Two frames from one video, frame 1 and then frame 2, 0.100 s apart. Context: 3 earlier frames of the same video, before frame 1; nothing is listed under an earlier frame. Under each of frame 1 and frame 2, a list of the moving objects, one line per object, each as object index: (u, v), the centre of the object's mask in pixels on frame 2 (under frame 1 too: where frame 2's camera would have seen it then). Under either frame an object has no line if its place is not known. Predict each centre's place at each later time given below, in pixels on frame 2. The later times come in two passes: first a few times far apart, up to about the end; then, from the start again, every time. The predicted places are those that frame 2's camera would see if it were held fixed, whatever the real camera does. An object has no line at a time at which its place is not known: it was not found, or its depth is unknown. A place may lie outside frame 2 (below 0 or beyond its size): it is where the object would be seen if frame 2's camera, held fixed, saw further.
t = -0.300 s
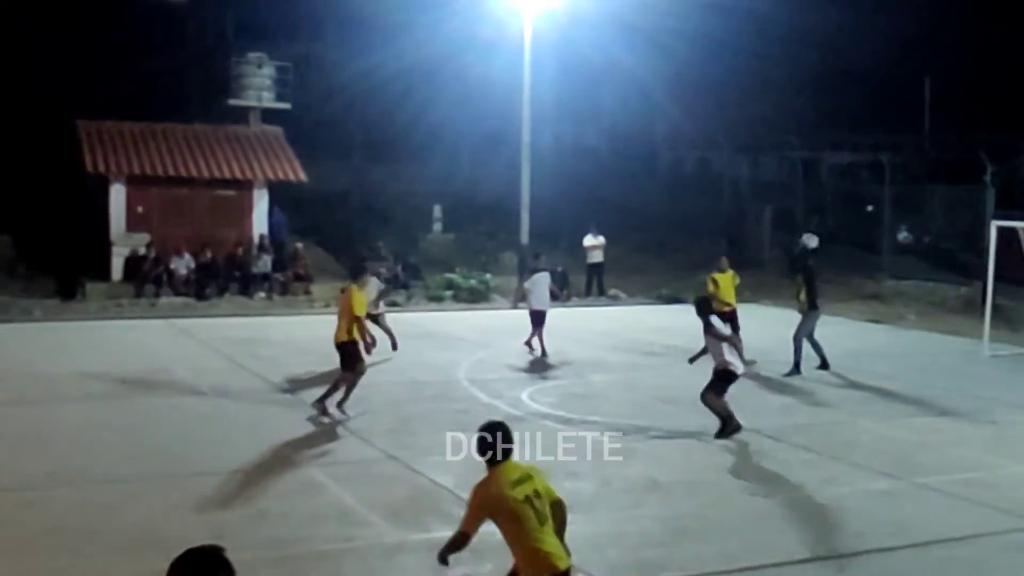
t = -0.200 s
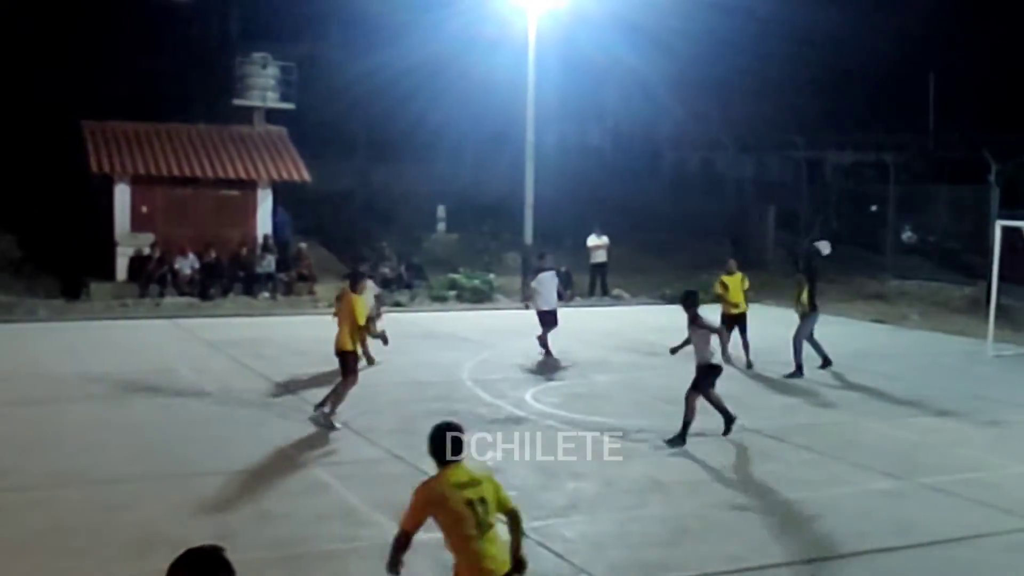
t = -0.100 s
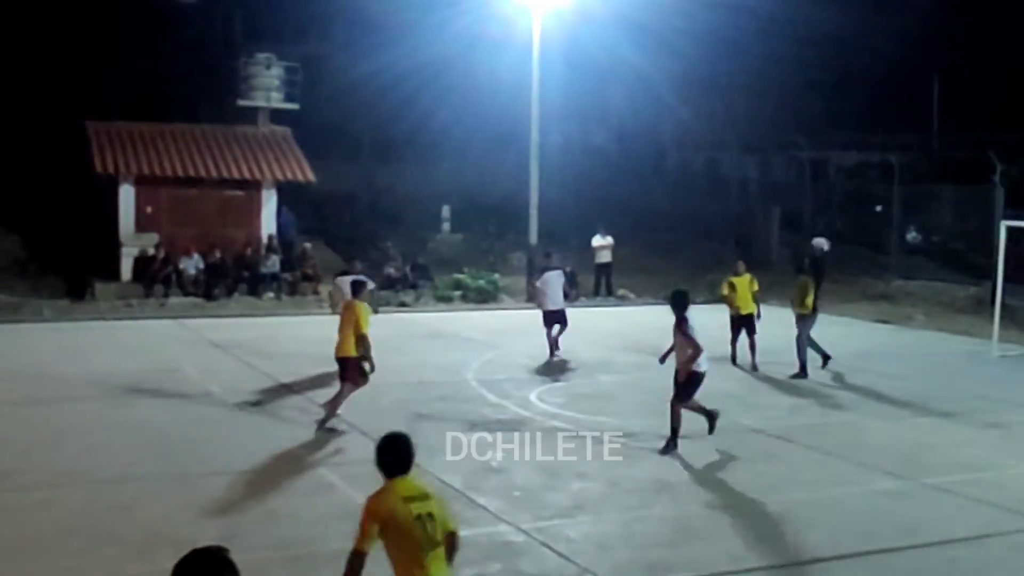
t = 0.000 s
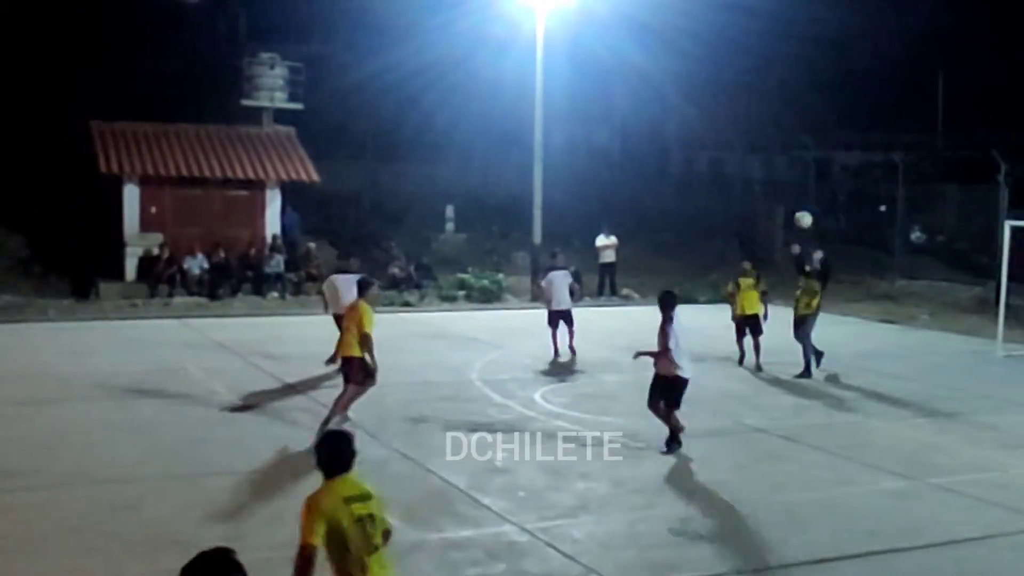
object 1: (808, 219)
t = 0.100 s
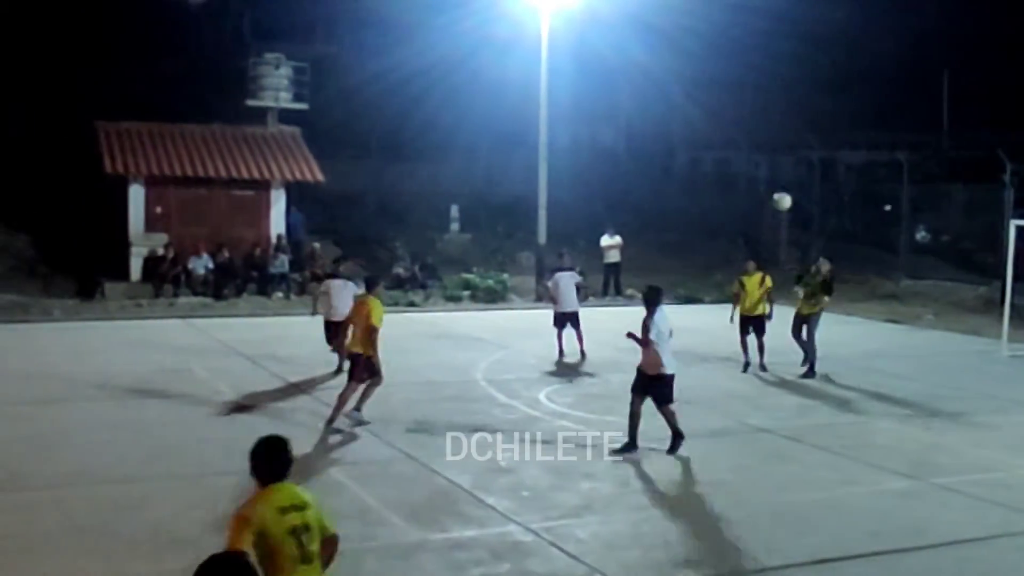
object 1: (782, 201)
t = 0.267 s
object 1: (731, 185)
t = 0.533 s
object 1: (618, 208)
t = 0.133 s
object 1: (773, 196)
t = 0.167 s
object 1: (763, 192)
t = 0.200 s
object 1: (753, 190)
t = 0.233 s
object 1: (742, 187)
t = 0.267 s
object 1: (731, 185)
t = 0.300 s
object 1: (719, 185)
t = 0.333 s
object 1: (707, 185)
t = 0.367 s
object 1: (695, 186)
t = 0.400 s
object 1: (680, 188)
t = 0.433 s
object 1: (666, 191)
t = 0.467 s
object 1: (651, 196)
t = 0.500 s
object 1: (636, 201)
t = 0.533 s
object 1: (618, 208)
